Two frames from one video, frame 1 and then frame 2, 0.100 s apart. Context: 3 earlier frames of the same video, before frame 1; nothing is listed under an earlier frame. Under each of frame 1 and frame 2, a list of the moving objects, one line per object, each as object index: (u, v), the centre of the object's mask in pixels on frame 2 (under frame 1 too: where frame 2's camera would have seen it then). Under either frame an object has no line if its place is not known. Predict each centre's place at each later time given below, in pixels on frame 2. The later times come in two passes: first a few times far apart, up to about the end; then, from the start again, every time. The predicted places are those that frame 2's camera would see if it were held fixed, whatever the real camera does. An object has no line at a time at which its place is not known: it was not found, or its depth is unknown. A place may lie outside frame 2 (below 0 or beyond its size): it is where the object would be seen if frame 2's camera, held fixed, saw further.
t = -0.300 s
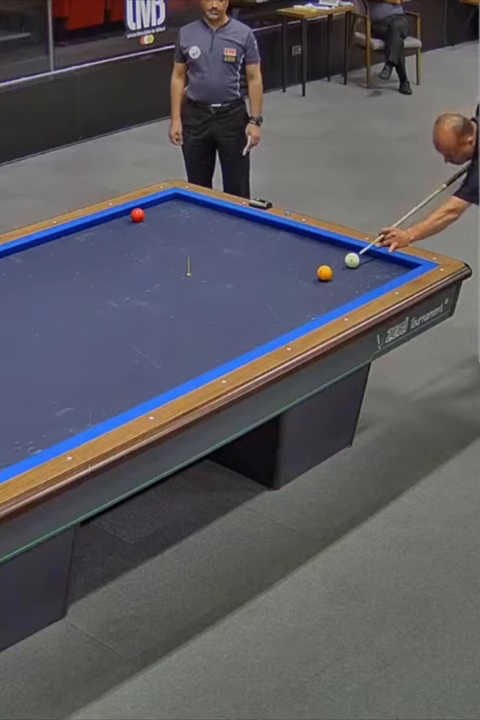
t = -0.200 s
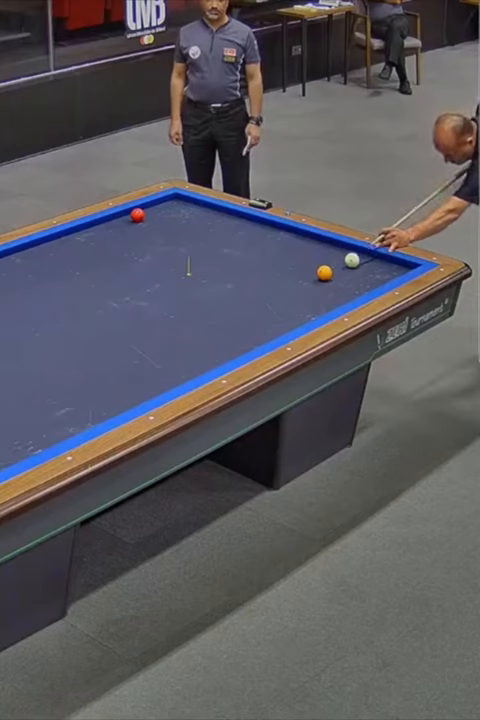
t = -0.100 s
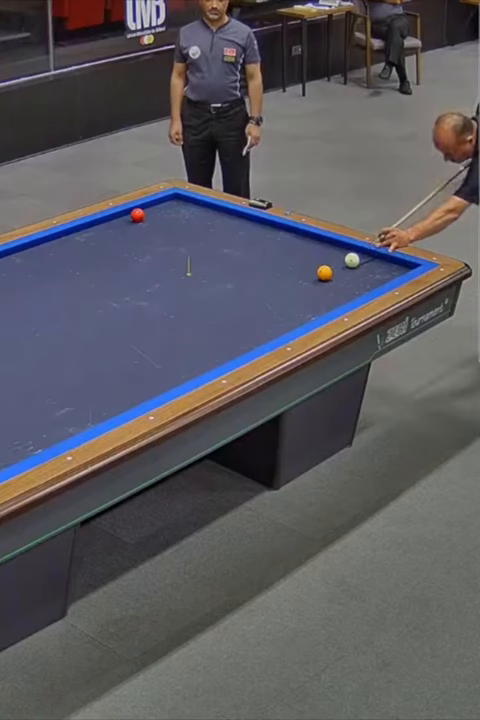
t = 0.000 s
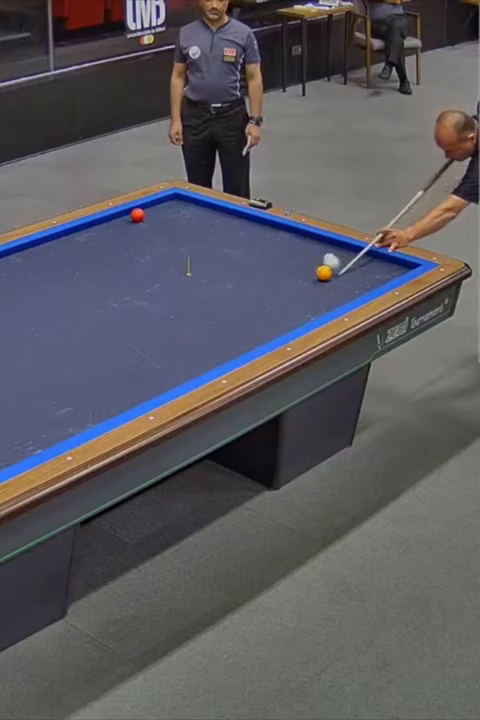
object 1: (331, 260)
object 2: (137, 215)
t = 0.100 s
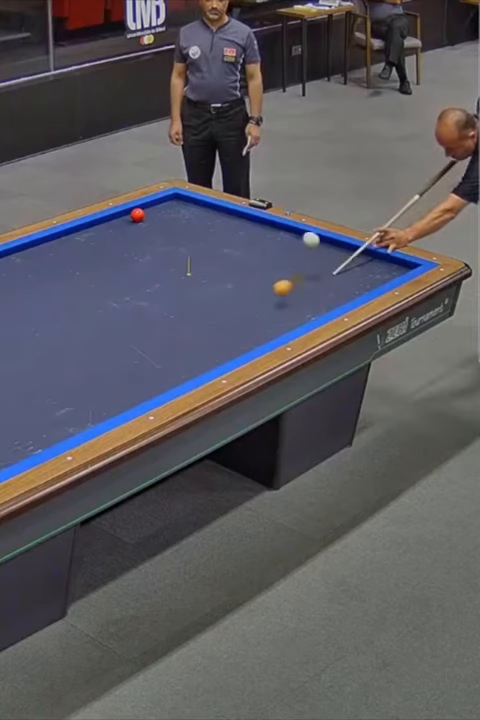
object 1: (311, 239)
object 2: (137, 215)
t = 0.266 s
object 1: (275, 249)
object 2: (138, 214)
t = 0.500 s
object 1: (231, 256)
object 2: (138, 215)
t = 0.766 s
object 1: (192, 271)
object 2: (138, 215)
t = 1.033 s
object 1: (166, 277)
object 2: (138, 215)
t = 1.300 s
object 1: (157, 274)
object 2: (138, 215)
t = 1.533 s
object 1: (164, 266)
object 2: (138, 214)
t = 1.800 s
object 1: (176, 257)
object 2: (138, 214)
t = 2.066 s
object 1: (188, 248)
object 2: (138, 215)
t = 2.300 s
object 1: (197, 240)
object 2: (138, 215)
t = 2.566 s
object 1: (207, 233)
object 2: (138, 215)
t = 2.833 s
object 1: (217, 225)
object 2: (138, 215)
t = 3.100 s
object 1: (225, 218)
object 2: (138, 215)
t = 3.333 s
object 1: (233, 213)
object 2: (138, 215)
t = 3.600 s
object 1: (216, 212)
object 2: (138, 215)
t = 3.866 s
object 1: (200, 211)
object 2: (138, 215)
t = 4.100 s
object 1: (186, 210)
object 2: (138, 215)
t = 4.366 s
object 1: (172, 210)
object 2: (138, 215)
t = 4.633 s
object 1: (158, 209)
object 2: (137, 214)
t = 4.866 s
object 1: (148, 208)
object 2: (138, 215)
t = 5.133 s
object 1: (137, 207)
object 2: (137, 215)
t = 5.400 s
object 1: (132, 209)
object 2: (137, 216)
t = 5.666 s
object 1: (129, 211)
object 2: (138, 218)
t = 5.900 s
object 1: (127, 213)
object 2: (139, 220)
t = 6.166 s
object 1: (125, 213)
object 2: (138, 221)
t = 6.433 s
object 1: (123, 214)
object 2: (139, 223)
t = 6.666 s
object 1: (122, 214)
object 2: (139, 224)
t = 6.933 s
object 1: (121, 215)
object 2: (140, 226)
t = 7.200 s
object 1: (121, 215)
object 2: (141, 227)
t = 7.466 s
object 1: (121, 215)
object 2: (141, 227)
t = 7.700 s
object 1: (121, 215)
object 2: (141, 228)
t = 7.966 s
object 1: (121, 215)
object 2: (142, 228)
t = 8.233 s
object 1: (121, 215)
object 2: (142, 228)
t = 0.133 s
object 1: (304, 237)
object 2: (137, 215)
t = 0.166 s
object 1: (297, 236)
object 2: (137, 215)
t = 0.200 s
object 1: (290, 238)
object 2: (137, 215)
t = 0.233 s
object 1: (282, 242)
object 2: (138, 215)
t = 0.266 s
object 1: (275, 249)
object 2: (138, 214)
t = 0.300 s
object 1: (267, 260)
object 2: (138, 215)
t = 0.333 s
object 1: (259, 272)
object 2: (138, 214)
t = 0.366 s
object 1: (253, 266)
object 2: (138, 215)
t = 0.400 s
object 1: (248, 260)
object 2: (138, 215)
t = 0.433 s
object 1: (242, 256)
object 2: (137, 214)
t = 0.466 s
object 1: (237, 255)
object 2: (138, 215)
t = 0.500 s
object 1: (231, 256)
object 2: (138, 215)
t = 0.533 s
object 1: (225, 259)
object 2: (138, 214)
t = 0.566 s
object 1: (219, 266)
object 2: (138, 214)
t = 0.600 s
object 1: (213, 275)
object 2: (138, 215)
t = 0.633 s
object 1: (208, 273)
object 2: (138, 215)
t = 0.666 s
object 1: (204, 268)
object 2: (138, 215)
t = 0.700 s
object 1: (200, 266)
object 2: (138, 215)
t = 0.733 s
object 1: (196, 267)
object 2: (138, 215)
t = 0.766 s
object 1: (192, 271)
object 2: (138, 215)
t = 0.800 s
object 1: (187, 277)
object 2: (138, 215)
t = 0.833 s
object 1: (183, 276)
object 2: (138, 215)
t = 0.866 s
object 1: (181, 273)
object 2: (138, 215)
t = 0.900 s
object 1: (177, 273)
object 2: (138, 215)
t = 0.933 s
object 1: (174, 276)
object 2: (138, 215)
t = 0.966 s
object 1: (171, 277)
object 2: (138, 215)
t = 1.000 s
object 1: (168, 276)
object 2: (138, 215)
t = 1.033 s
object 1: (166, 277)
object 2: (138, 215)
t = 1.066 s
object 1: (164, 277)
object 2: (138, 215)
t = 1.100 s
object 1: (162, 276)
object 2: (138, 215)
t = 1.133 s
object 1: (161, 276)
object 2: (138, 215)
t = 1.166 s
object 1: (159, 276)
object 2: (138, 215)
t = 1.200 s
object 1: (158, 276)
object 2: (138, 215)
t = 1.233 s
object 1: (157, 275)
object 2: (138, 215)
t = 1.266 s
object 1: (157, 274)
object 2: (138, 215)
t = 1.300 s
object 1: (157, 274)
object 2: (138, 215)
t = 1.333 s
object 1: (157, 273)
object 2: (138, 215)
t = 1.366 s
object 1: (157, 272)
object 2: (138, 215)
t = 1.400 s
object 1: (158, 271)
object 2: (138, 215)
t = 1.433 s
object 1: (159, 270)
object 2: (138, 215)
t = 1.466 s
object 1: (160, 269)
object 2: (138, 215)
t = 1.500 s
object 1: (162, 267)
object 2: (138, 214)
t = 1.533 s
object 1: (164, 266)
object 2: (138, 214)
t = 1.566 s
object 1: (165, 265)
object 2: (138, 215)
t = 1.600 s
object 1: (167, 264)
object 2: (138, 215)
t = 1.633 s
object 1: (168, 263)
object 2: (138, 214)
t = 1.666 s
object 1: (170, 261)
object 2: (138, 215)
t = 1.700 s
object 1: (171, 260)
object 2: (138, 215)
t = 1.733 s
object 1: (173, 259)
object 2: (138, 215)
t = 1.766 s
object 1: (174, 258)
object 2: (138, 215)
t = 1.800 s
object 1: (176, 257)
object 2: (138, 214)
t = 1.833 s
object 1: (177, 256)
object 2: (138, 215)
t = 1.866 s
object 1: (179, 254)
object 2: (138, 215)
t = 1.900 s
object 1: (180, 253)
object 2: (138, 215)
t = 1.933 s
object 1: (182, 252)
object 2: (138, 215)
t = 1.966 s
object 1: (183, 251)
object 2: (138, 215)
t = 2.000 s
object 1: (185, 250)
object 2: (138, 215)
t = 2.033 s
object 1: (186, 249)
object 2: (138, 215)
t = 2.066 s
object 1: (188, 248)
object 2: (138, 215)
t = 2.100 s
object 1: (189, 247)
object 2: (138, 215)
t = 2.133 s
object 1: (190, 246)
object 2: (138, 215)
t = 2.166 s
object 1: (192, 245)
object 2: (138, 215)
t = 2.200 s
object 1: (193, 244)
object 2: (138, 215)
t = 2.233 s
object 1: (195, 243)
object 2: (138, 215)
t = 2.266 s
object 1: (196, 242)
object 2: (138, 215)
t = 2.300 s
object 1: (197, 240)
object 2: (138, 215)
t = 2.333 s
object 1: (199, 239)
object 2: (138, 215)
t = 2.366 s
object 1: (200, 239)
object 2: (138, 215)
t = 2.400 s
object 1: (201, 237)
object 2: (138, 215)
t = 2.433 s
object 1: (202, 237)
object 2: (138, 215)
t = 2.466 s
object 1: (204, 236)
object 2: (138, 215)
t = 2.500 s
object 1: (205, 235)
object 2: (138, 215)
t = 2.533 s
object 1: (206, 234)
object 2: (138, 215)
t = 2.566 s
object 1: (207, 233)
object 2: (138, 215)
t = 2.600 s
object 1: (209, 232)
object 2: (138, 215)
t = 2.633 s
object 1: (210, 231)
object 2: (138, 215)
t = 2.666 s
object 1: (211, 230)
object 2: (138, 215)
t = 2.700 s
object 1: (212, 229)
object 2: (138, 215)
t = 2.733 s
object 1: (213, 228)
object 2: (138, 215)
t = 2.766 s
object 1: (215, 227)
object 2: (138, 215)
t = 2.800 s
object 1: (216, 226)
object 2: (138, 215)
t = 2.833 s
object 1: (217, 225)
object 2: (138, 215)
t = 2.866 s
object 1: (218, 224)
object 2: (138, 215)
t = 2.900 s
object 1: (219, 223)
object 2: (138, 215)
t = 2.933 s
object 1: (220, 223)
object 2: (138, 215)
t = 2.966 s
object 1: (221, 222)
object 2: (138, 215)
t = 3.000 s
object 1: (222, 221)
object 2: (138, 215)
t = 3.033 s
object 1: (224, 220)
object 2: (138, 215)
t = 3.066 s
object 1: (225, 219)
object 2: (138, 215)
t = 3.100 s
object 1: (225, 218)
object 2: (138, 215)
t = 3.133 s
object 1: (227, 217)
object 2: (138, 215)
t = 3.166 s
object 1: (228, 217)
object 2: (138, 215)
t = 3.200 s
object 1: (229, 216)
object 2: (138, 215)
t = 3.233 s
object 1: (230, 215)
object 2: (138, 215)
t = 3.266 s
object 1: (231, 214)
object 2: (138, 215)
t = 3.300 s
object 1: (232, 214)
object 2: (138, 215)
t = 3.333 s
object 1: (233, 213)
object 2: (138, 215)
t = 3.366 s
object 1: (231, 212)
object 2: (138, 215)
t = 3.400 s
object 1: (229, 212)
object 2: (138, 215)
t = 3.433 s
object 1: (226, 213)
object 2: (138, 215)
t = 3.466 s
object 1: (224, 213)
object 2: (138, 215)
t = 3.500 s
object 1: (222, 212)
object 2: (138, 215)
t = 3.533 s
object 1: (220, 212)
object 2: (138, 215)
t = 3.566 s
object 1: (218, 212)
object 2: (138, 215)
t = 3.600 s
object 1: (216, 212)
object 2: (138, 215)
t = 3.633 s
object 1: (214, 212)
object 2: (138, 215)
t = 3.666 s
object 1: (212, 211)
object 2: (138, 215)
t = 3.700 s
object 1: (210, 211)
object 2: (138, 215)
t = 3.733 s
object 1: (208, 211)
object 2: (138, 215)
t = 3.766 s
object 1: (206, 211)
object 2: (138, 215)
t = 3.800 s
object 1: (204, 211)
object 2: (138, 214)
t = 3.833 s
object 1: (202, 211)
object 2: (138, 215)
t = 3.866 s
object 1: (200, 211)
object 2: (138, 215)
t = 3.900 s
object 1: (198, 211)
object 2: (138, 215)
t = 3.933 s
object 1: (196, 211)
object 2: (138, 215)
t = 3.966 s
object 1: (194, 211)
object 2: (138, 215)
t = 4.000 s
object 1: (192, 210)
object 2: (138, 215)
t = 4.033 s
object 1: (190, 210)
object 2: (138, 215)
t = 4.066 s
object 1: (188, 210)
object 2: (138, 215)
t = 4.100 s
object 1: (186, 210)
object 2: (138, 215)
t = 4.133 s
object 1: (184, 210)
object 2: (138, 215)
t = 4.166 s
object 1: (183, 210)
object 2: (138, 215)
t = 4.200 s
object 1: (181, 210)
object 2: (138, 215)
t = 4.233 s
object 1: (179, 210)
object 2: (138, 215)
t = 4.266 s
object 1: (177, 210)
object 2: (138, 215)
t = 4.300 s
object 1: (175, 210)
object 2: (137, 215)
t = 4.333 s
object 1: (173, 210)
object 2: (138, 215)
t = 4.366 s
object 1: (172, 210)
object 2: (138, 215)
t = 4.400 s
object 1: (170, 209)
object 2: (138, 214)
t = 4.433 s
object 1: (168, 209)
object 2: (138, 214)
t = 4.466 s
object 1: (167, 209)
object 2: (138, 215)
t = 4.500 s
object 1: (165, 209)
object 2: (138, 215)
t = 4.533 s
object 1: (163, 209)
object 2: (138, 214)
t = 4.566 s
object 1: (161, 209)
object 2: (137, 214)
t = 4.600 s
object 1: (160, 209)
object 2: (137, 215)
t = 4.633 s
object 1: (158, 209)
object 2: (137, 214)
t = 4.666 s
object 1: (157, 209)
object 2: (137, 214)
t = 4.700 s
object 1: (155, 209)
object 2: (137, 214)
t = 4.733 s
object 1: (153, 209)
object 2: (137, 214)
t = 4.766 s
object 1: (152, 209)
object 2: (137, 214)
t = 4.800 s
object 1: (150, 209)
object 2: (137, 215)
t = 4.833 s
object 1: (149, 208)
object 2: (137, 215)
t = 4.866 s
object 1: (148, 208)
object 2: (138, 215)
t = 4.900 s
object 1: (146, 208)
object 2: (137, 215)
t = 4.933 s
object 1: (145, 208)
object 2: (137, 215)
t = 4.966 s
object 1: (143, 207)
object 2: (137, 215)
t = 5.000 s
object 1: (142, 207)
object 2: (137, 215)
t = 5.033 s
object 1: (140, 207)
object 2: (137, 215)
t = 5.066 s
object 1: (138, 206)
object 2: (137, 215)
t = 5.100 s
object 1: (138, 206)
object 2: (137, 215)
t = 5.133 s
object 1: (137, 207)
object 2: (137, 215)
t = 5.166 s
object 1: (136, 207)
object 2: (137, 215)
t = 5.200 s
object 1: (136, 207)
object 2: (137, 215)
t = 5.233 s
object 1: (135, 207)
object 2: (137, 215)
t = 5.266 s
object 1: (135, 207)
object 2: (137, 215)
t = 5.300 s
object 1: (134, 208)
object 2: (137, 216)
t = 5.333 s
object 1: (133, 208)
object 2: (137, 216)
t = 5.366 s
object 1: (133, 208)
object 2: (137, 216)
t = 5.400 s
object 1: (132, 209)
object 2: (137, 216)
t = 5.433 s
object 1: (132, 209)
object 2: (137, 217)
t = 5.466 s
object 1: (132, 209)
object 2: (137, 217)
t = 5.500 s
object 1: (131, 210)
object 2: (137, 217)
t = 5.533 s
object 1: (130, 210)
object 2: (137, 217)
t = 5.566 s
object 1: (130, 211)
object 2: (138, 217)
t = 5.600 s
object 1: (130, 211)
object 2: (138, 218)
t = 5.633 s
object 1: (129, 211)
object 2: (138, 218)
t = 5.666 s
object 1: (129, 211)
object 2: (138, 218)
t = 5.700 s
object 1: (129, 212)
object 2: (137, 219)
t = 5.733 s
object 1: (129, 212)
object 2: (137, 219)
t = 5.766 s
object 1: (128, 212)
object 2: (138, 219)
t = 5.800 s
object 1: (128, 212)
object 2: (138, 219)
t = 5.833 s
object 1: (128, 213)
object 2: (138, 220)
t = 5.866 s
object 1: (128, 213)
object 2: (138, 220)
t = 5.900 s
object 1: (127, 213)
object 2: (139, 220)
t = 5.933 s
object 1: (127, 213)
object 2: (139, 220)
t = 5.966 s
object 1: (127, 213)
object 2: (138, 220)
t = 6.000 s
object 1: (126, 213)
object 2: (138, 220)
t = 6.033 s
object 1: (126, 213)
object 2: (138, 221)
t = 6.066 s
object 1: (126, 213)
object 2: (138, 221)
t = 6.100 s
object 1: (125, 213)
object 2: (138, 221)
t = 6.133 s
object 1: (125, 213)
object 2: (138, 221)
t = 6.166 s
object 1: (125, 213)
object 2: (138, 221)
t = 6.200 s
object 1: (125, 214)
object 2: (138, 221)
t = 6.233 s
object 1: (125, 214)
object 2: (138, 222)
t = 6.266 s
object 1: (124, 214)
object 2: (138, 222)
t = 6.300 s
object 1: (124, 214)
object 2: (138, 222)
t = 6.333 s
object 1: (124, 214)
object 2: (138, 222)
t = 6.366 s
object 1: (123, 214)
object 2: (138, 222)
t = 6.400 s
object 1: (123, 214)
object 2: (138, 222)
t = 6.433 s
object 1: (123, 214)
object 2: (139, 223)
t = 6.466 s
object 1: (123, 214)
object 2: (139, 223)
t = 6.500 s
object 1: (123, 214)
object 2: (138, 223)
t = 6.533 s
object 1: (122, 214)
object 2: (139, 223)
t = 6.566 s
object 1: (122, 214)
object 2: (139, 224)
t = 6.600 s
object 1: (122, 214)
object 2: (139, 224)
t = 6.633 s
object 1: (122, 214)
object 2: (139, 224)
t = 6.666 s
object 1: (122, 214)
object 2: (139, 224)
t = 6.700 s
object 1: (122, 214)
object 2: (139, 224)
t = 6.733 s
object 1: (122, 214)
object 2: (139, 225)
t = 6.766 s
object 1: (122, 214)
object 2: (140, 225)
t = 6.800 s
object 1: (121, 215)
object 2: (140, 225)
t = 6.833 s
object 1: (121, 215)
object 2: (139, 225)
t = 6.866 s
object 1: (121, 215)
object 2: (140, 226)
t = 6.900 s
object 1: (121, 214)
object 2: (140, 226)
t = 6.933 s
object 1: (121, 215)
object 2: (140, 226)
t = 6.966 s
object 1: (121, 215)
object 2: (140, 226)
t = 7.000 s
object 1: (121, 215)
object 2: (140, 226)
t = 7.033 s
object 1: (121, 215)
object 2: (140, 226)
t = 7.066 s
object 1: (121, 215)
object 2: (140, 226)
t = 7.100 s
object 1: (121, 215)
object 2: (140, 226)
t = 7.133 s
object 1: (121, 215)
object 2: (140, 226)
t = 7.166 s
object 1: (121, 215)
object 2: (140, 226)
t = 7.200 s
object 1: (121, 215)
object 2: (141, 227)
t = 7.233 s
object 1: (121, 215)
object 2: (140, 227)
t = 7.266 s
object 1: (121, 215)
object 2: (141, 227)
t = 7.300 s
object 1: (121, 215)
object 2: (141, 227)
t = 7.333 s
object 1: (121, 215)
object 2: (141, 227)
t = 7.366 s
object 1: (121, 215)
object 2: (141, 227)
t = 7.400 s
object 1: (121, 215)
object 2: (141, 227)
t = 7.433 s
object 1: (121, 215)
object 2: (141, 227)
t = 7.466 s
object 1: (121, 215)
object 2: (141, 227)
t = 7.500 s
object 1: (121, 215)
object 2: (141, 228)
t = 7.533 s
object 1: (121, 215)
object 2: (141, 228)
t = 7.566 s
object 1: (121, 215)
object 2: (141, 228)
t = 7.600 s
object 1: (121, 215)
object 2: (141, 228)
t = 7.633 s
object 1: (121, 215)
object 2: (141, 228)
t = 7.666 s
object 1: (121, 215)
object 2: (141, 228)
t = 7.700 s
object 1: (121, 215)
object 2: (141, 228)
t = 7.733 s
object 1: (121, 215)
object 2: (141, 228)
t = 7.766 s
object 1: (121, 215)
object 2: (142, 228)
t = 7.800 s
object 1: (121, 215)
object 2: (142, 228)
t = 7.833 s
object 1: (121, 215)
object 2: (142, 228)
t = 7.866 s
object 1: (121, 215)
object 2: (142, 228)
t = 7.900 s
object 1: (121, 215)
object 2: (142, 228)
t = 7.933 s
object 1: (121, 215)
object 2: (142, 228)
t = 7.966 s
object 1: (121, 215)
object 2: (142, 228)
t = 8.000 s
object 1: (121, 215)
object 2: (142, 228)
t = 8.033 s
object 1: (121, 215)
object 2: (142, 228)
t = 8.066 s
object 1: (121, 215)
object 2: (142, 228)
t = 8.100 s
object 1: (121, 215)
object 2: (142, 228)
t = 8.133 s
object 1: (121, 215)
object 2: (142, 229)
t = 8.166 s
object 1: (121, 215)
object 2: (142, 229)
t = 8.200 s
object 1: (121, 215)
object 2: (142, 228)
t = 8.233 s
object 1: (121, 215)
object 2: (142, 228)
